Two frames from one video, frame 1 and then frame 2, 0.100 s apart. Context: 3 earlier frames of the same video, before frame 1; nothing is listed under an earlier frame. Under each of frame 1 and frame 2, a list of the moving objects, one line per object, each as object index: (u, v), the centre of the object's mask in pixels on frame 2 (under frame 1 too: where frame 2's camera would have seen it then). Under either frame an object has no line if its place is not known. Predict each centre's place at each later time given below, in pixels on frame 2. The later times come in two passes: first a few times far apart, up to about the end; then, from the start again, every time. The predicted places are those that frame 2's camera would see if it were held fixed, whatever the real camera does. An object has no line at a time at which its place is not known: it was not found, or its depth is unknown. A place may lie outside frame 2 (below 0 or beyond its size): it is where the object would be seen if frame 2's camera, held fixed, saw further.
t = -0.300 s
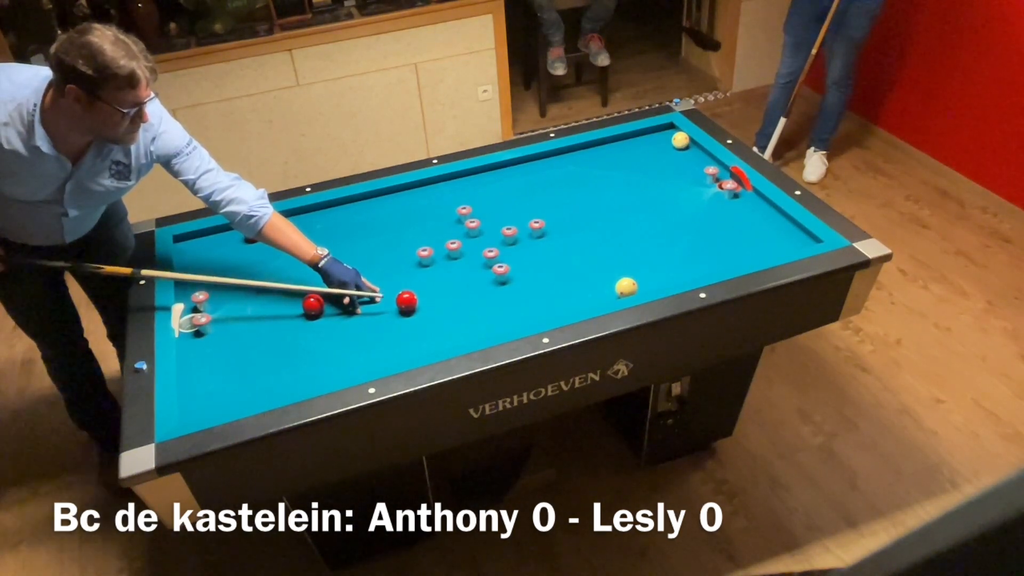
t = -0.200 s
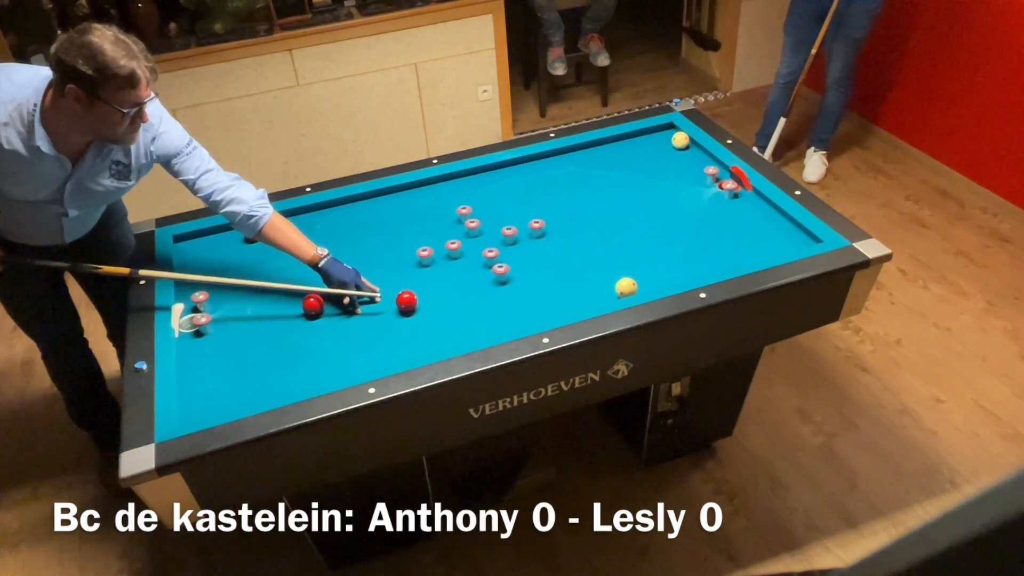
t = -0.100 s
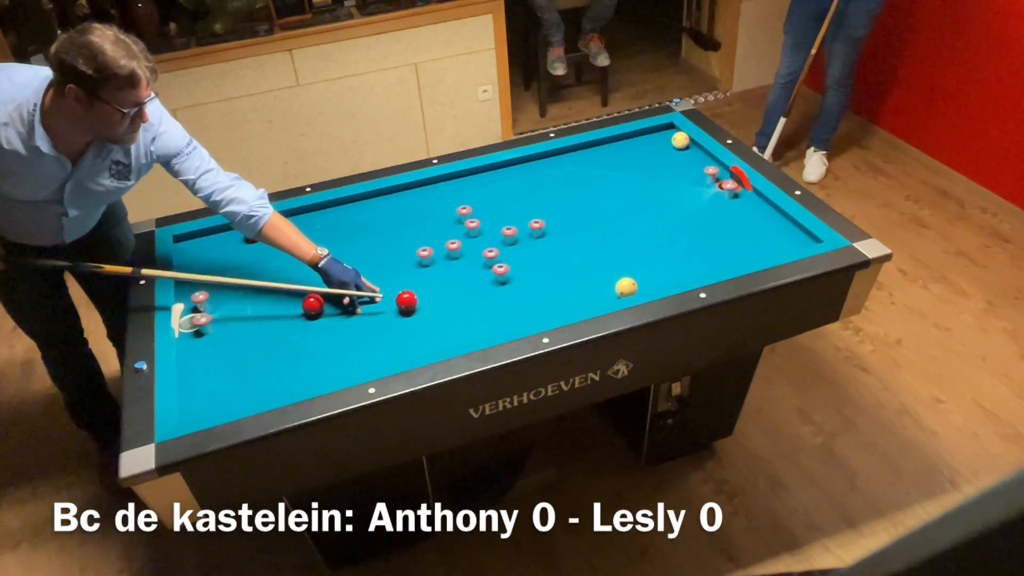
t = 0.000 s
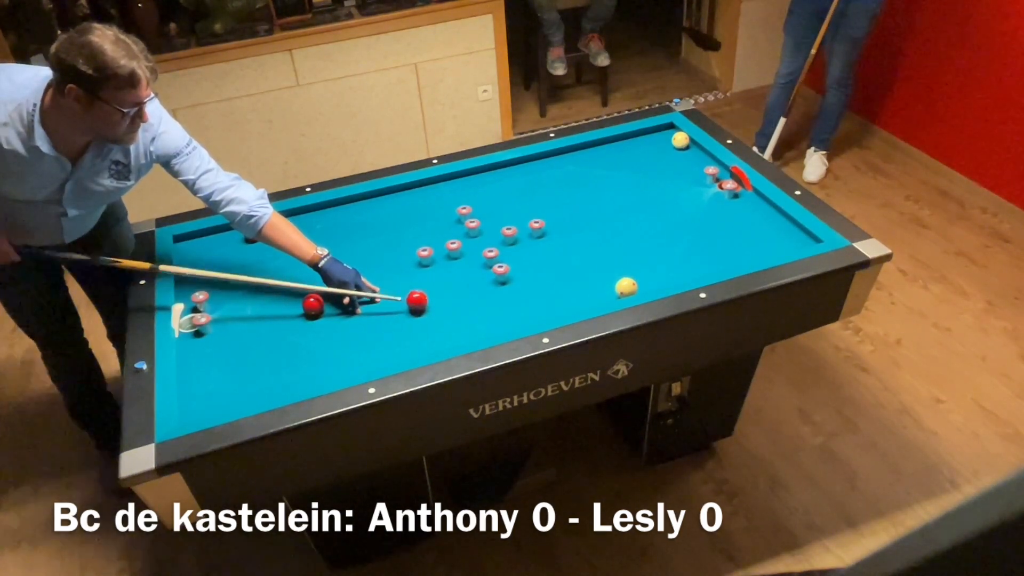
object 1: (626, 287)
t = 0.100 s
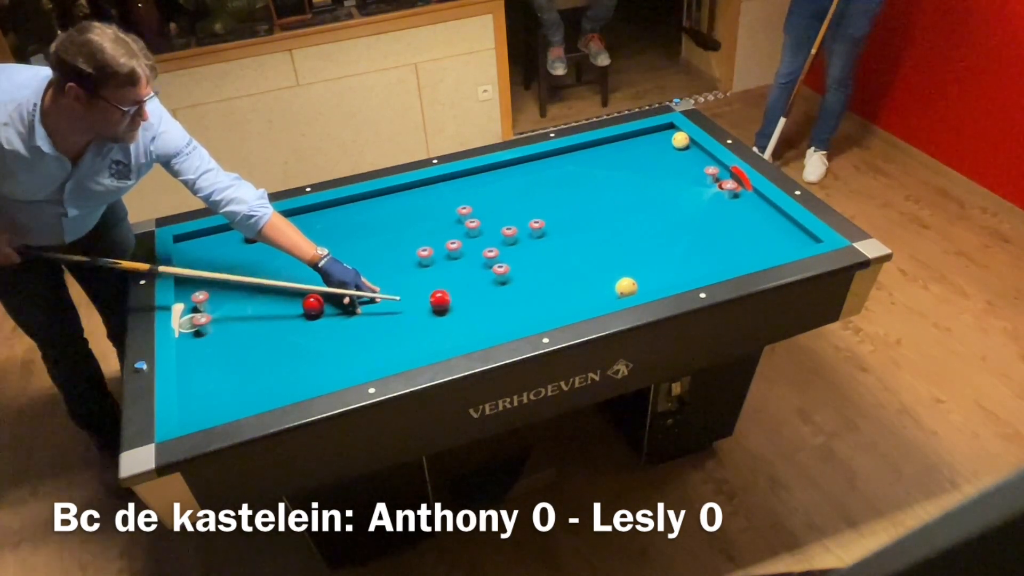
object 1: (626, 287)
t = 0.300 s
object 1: (626, 287)
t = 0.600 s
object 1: (626, 287)
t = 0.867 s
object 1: (628, 286)
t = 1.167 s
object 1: (656, 276)
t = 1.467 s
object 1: (680, 266)
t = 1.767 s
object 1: (703, 256)
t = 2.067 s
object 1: (723, 247)
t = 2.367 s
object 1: (742, 239)
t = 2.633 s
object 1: (757, 233)
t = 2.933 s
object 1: (773, 226)
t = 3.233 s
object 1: (782, 221)
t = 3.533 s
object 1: (773, 223)
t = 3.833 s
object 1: (765, 224)
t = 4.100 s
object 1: (758, 225)
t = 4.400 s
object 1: (752, 226)
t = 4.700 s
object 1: (748, 226)
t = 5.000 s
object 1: (744, 227)
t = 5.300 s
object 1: (741, 227)
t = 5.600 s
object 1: (740, 227)
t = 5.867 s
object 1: (739, 227)
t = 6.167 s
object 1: (739, 227)
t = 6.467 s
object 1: (739, 227)
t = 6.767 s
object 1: (739, 227)
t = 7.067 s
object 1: (739, 227)
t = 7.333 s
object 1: (739, 227)
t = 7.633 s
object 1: (739, 227)
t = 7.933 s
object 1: (739, 227)
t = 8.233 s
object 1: (739, 227)
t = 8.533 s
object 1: (739, 227)
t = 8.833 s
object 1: (739, 227)
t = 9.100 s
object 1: (739, 227)
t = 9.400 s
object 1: (739, 227)
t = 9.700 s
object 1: (739, 227)
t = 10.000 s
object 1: (739, 227)
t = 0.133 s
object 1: (626, 287)
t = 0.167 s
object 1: (626, 287)
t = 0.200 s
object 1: (626, 287)
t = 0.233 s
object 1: (626, 287)
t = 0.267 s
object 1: (626, 287)
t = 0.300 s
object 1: (626, 287)
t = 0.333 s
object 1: (626, 287)
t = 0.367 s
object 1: (626, 287)
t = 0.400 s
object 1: (626, 287)
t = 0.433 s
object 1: (626, 287)
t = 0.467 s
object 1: (626, 287)
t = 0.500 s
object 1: (626, 287)
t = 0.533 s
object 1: (626, 287)
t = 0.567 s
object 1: (626, 287)
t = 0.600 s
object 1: (626, 287)
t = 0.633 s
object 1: (626, 287)
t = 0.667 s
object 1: (626, 287)
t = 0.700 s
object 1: (626, 287)
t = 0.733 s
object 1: (626, 287)
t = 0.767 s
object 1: (626, 287)
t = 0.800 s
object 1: (626, 287)
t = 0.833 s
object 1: (626, 287)
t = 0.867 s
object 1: (628, 286)
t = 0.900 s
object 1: (632, 285)
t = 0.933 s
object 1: (635, 284)
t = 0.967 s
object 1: (639, 282)
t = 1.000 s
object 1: (642, 282)
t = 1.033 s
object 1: (645, 281)
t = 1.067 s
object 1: (648, 279)
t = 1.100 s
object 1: (650, 278)
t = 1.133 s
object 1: (653, 277)
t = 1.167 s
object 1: (656, 276)
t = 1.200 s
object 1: (659, 275)
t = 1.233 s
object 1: (662, 274)
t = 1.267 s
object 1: (665, 273)
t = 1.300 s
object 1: (667, 271)
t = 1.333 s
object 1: (670, 270)
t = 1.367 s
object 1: (673, 269)
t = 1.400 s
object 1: (675, 268)
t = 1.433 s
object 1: (678, 267)
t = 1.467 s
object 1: (680, 266)
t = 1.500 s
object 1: (683, 264)
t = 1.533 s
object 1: (686, 264)
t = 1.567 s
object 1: (688, 262)
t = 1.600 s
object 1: (691, 261)
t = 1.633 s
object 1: (693, 260)
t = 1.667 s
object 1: (696, 259)
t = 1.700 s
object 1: (698, 258)
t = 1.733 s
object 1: (700, 257)
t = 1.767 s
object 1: (703, 256)
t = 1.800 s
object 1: (705, 255)
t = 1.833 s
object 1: (707, 254)
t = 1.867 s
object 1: (710, 253)
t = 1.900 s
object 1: (712, 252)
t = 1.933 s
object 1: (714, 251)
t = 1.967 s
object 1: (717, 250)
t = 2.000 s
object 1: (719, 249)
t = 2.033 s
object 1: (721, 248)
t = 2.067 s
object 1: (723, 247)
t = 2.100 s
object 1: (725, 246)
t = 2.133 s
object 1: (727, 245)
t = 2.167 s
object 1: (730, 244)
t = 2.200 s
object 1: (732, 243)
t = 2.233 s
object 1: (734, 243)
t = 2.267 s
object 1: (736, 242)
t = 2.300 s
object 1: (738, 241)
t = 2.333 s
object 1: (740, 240)
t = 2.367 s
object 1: (742, 239)
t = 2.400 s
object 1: (744, 238)
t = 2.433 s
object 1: (746, 237)
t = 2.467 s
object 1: (748, 236)
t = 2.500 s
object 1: (750, 236)
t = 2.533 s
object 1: (752, 235)
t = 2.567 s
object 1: (754, 234)
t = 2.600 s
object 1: (755, 233)
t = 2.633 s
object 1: (757, 233)
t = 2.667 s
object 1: (759, 232)
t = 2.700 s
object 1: (761, 231)
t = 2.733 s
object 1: (763, 230)
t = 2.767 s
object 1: (765, 230)
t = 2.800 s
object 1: (766, 229)
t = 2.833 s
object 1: (768, 228)
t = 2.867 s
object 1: (770, 227)
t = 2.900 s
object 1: (772, 227)
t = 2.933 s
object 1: (773, 226)
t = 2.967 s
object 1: (775, 225)
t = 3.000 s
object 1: (777, 225)
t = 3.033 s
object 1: (778, 224)
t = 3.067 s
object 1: (780, 223)
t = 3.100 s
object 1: (781, 223)
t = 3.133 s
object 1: (783, 222)
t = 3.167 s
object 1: (785, 221)
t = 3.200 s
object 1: (784, 221)
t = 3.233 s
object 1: (782, 221)
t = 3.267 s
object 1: (781, 222)
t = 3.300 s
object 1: (780, 222)
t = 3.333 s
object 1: (779, 222)
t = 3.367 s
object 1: (778, 222)
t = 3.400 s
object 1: (777, 222)
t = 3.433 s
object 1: (776, 222)
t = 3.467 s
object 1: (775, 222)
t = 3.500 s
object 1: (774, 222)
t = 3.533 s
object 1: (773, 223)
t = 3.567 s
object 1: (772, 223)
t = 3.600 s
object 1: (771, 223)
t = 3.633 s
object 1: (770, 223)
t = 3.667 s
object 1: (769, 223)
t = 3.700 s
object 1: (768, 223)
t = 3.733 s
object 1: (767, 224)
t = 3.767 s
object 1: (766, 224)
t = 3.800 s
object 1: (766, 224)
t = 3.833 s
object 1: (765, 224)
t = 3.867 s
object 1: (764, 224)
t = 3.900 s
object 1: (763, 224)
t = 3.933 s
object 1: (762, 224)
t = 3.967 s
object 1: (761, 225)
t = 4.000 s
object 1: (761, 225)
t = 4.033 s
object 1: (760, 225)
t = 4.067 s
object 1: (759, 225)
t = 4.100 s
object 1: (758, 225)
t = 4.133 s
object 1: (758, 225)
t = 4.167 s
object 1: (757, 225)
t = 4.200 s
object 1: (756, 225)
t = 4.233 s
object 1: (755, 225)
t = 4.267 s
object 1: (755, 226)
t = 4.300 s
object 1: (754, 226)
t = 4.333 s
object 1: (754, 226)
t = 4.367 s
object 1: (753, 226)
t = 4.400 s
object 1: (752, 226)
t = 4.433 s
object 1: (752, 226)
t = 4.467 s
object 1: (751, 226)
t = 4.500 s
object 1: (751, 226)
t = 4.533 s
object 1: (750, 226)
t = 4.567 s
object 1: (749, 226)
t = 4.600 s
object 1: (749, 226)
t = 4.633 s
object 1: (749, 226)
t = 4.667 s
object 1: (748, 226)
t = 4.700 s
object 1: (748, 226)
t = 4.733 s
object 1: (747, 227)
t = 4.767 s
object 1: (746, 226)
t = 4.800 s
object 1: (746, 226)
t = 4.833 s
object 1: (746, 227)
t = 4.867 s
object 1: (745, 227)
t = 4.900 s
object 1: (745, 227)
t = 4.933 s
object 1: (744, 227)
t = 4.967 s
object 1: (744, 227)
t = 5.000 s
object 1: (744, 227)
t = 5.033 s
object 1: (743, 227)
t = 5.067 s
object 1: (743, 227)
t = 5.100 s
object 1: (743, 227)
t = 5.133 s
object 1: (743, 227)
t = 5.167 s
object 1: (742, 227)
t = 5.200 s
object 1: (742, 227)
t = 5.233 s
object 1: (742, 227)
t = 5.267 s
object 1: (741, 227)
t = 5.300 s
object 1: (741, 227)
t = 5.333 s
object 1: (741, 227)
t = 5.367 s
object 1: (741, 227)
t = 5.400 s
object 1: (741, 227)
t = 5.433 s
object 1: (740, 227)
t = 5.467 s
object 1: (740, 227)
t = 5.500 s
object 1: (740, 227)
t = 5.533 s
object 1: (740, 227)
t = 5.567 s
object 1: (740, 227)
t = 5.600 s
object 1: (740, 227)
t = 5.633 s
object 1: (740, 227)
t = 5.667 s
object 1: (740, 227)
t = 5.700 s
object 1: (740, 227)
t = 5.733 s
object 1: (740, 227)
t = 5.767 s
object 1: (740, 227)
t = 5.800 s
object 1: (739, 227)
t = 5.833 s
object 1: (739, 227)
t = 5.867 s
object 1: (739, 227)
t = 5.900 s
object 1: (739, 227)
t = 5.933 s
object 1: (739, 227)
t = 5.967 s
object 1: (739, 227)
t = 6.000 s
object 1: (739, 227)
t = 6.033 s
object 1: (739, 227)
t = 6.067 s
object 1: (740, 227)
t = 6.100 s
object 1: (740, 227)
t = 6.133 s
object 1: (739, 227)
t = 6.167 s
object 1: (739, 227)
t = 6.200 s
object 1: (739, 227)
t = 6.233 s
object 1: (739, 227)
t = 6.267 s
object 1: (739, 227)
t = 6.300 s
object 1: (740, 227)
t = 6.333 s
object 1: (739, 227)
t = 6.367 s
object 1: (739, 227)
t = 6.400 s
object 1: (739, 227)
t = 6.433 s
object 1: (739, 227)
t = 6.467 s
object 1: (739, 227)
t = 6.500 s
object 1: (739, 227)
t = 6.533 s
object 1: (740, 227)
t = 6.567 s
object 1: (739, 227)
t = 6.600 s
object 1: (739, 227)
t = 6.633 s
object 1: (739, 227)
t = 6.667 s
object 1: (739, 227)
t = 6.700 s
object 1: (739, 227)
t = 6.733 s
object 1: (739, 227)
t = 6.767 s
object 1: (739, 227)
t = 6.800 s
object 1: (739, 227)
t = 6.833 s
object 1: (739, 227)
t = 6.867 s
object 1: (739, 227)
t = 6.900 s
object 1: (739, 227)
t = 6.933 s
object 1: (739, 227)
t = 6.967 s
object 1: (739, 227)
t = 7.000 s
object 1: (739, 227)
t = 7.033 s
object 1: (739, 227)
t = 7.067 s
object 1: (739, 227)
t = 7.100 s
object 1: (739, 227)
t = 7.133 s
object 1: (739, 227)
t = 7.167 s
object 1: (740, 227)
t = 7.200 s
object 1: (739, 227)
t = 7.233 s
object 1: (739, 227)
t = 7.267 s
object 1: (739, 227)
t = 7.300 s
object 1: (739, 227)
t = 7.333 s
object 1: (739, 227)
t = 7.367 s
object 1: (739, 227)
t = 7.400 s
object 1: (739, 227)
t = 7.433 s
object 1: (739, 227)
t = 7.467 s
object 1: (739, 227)
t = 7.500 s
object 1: (739, 227)
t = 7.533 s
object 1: (739, 227)
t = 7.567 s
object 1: (739, 227)
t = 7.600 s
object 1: (739, 227)
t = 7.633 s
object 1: (739, 227)
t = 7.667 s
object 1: (739, 227)
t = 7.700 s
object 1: (739, 227)
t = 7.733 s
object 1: (739, 227)
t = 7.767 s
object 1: (739, 227)
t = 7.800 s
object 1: (739, 227)
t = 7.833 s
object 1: (739, 227)
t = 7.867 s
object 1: (739, 227)
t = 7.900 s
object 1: (739, 227)
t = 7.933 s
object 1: (739, 227)
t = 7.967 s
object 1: (739, 227)
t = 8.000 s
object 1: (739, 227)
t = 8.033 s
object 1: (739, 227)
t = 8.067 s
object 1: (739, 227)
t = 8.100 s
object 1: (739, 227)
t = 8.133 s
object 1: (739, 227)
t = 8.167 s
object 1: (739, 227)
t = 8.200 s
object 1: (739, 227)
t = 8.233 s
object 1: (739, 227)
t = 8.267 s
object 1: (739, 227)
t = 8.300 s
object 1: (739, 227)
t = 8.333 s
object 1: (739, 227)
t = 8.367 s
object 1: (739, 227)
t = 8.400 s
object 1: (739, 227)
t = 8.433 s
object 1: (739, 227)
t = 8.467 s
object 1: (739, 227)
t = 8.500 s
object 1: (739, 227)
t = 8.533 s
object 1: (739, 227)
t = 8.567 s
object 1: (739, 227)
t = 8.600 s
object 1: (739, 227)
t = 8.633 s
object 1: (739, 227)
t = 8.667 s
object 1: (740, 227)
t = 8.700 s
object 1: (739, 227)
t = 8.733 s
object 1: (740, 227)
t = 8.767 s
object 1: (740, 227)
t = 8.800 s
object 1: (740, 227)
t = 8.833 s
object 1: (739, 227)
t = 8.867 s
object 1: (739, 227)
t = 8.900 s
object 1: (739, 227)
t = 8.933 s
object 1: (739, 227)
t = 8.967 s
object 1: (739, 227)
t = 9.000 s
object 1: (739, 227)
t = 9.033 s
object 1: (739, 227)
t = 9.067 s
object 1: (739, 227)
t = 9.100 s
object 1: (739, 227)
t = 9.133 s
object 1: (739, 227)
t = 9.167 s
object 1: (739, 227)
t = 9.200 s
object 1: (739, 227)
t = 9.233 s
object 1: (739, 227)
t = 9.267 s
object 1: (739, 227)
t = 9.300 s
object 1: (739, 227)
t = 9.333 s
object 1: (739, 227)
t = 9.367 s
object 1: (739, 227)
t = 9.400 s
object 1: (739, 227)
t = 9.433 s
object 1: (739, 227)
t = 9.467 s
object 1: (739, 227)
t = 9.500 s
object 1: (739, 227)
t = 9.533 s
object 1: (739, 227)
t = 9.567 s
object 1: (739, 227)
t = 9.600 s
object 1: (739, 227)
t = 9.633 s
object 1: (739, 227)
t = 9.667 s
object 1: (739, 227)
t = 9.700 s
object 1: (739, 227)
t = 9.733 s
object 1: (739, 227)
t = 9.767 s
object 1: (739, 227)
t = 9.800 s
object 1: (739, 227)
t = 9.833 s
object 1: (739, 227)
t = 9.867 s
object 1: (739, 227)
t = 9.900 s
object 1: (739, 227)
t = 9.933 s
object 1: (739, 227)
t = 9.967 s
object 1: (739, 227)
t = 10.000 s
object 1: (739, 227)
